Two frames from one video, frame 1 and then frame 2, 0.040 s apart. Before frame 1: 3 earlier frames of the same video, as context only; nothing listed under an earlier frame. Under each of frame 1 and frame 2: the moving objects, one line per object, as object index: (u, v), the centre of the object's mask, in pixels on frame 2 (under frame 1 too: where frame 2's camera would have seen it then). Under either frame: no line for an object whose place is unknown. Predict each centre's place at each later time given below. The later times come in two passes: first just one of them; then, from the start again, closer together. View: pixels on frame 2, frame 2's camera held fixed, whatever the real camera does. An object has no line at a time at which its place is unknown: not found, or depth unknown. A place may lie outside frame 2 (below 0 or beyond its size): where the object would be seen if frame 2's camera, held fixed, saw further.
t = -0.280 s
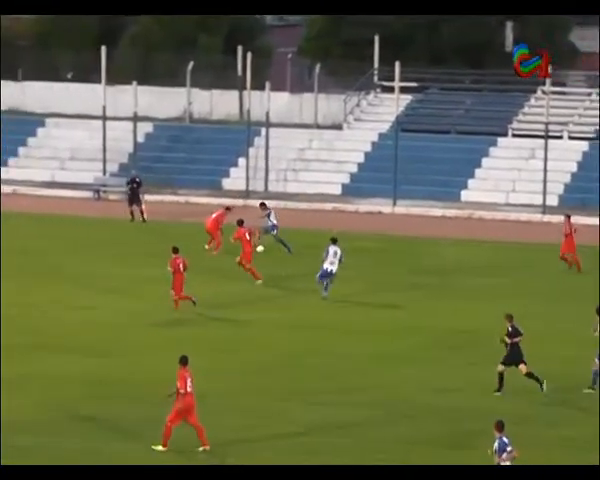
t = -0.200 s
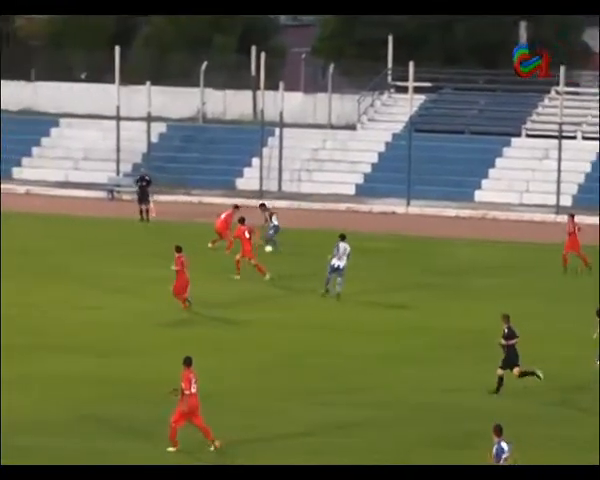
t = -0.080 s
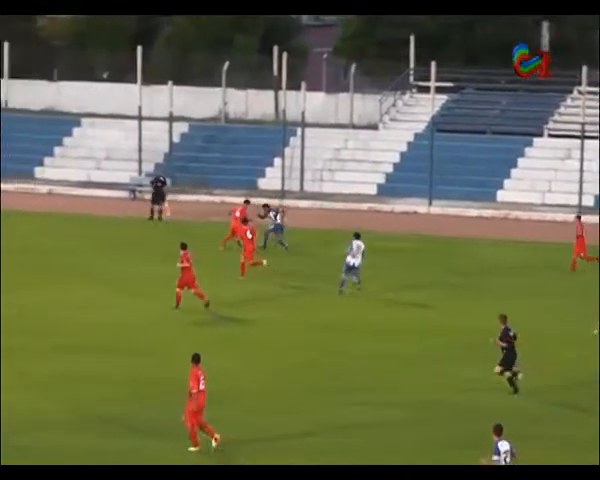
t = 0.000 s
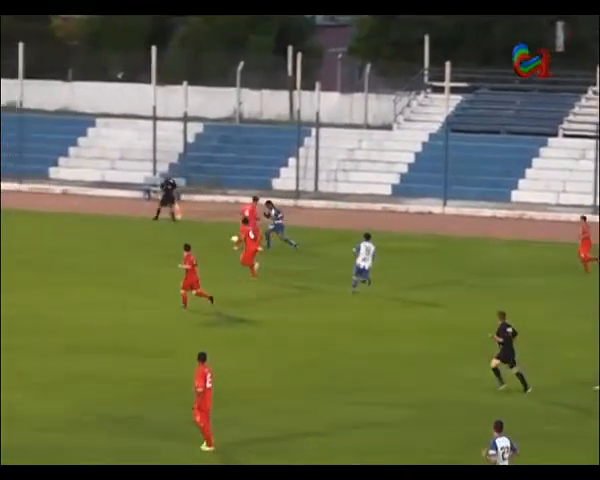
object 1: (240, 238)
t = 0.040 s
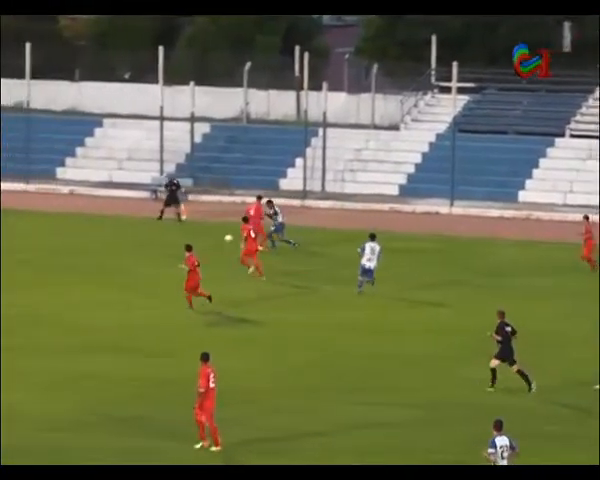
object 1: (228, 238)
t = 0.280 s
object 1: (153, 238)
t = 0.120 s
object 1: (202, 237)
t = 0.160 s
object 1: (188, 238)
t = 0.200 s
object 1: (175, 239)
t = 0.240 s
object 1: (161, 239)
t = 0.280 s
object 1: (153, 238)
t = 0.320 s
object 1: (143, 237)
